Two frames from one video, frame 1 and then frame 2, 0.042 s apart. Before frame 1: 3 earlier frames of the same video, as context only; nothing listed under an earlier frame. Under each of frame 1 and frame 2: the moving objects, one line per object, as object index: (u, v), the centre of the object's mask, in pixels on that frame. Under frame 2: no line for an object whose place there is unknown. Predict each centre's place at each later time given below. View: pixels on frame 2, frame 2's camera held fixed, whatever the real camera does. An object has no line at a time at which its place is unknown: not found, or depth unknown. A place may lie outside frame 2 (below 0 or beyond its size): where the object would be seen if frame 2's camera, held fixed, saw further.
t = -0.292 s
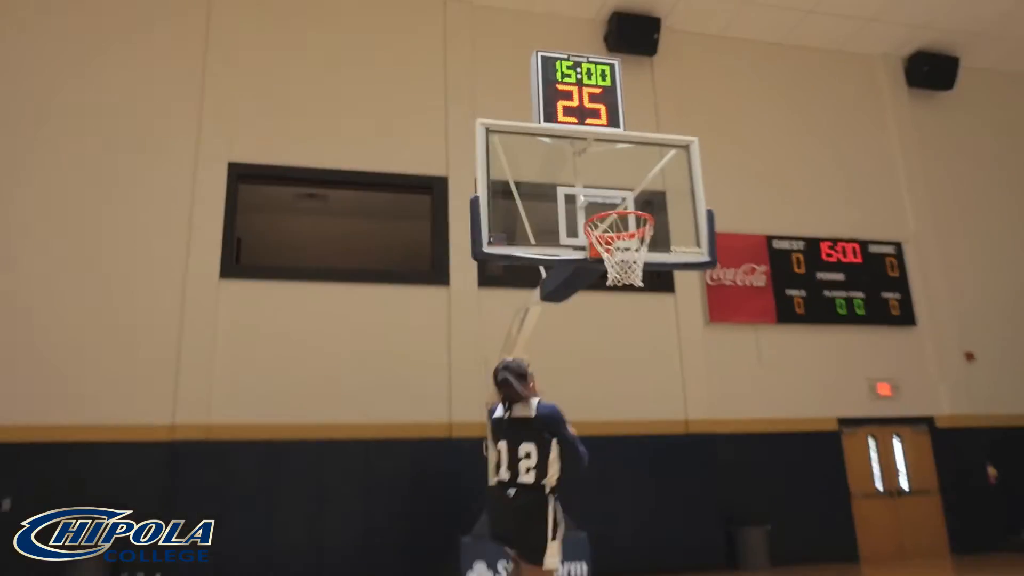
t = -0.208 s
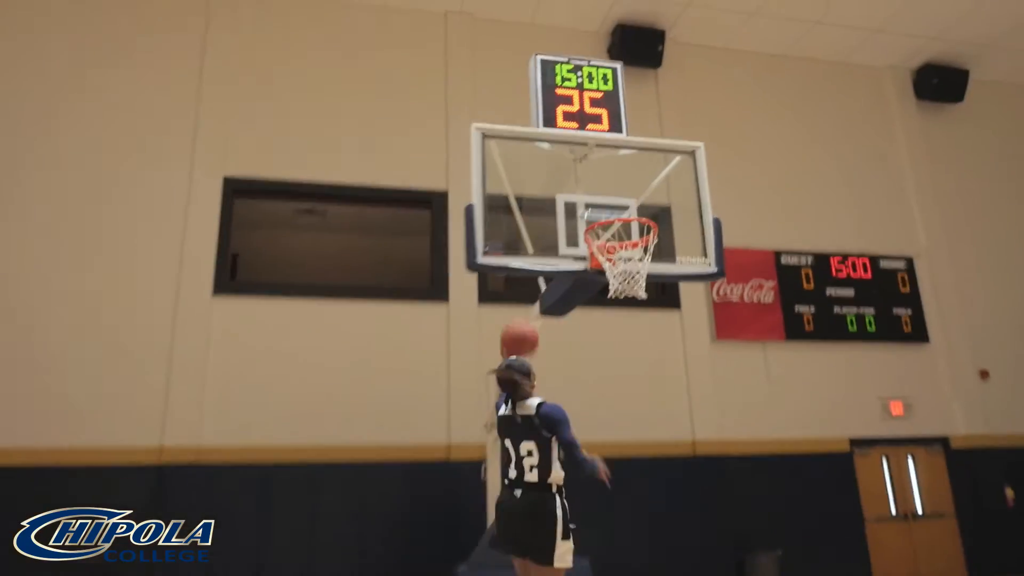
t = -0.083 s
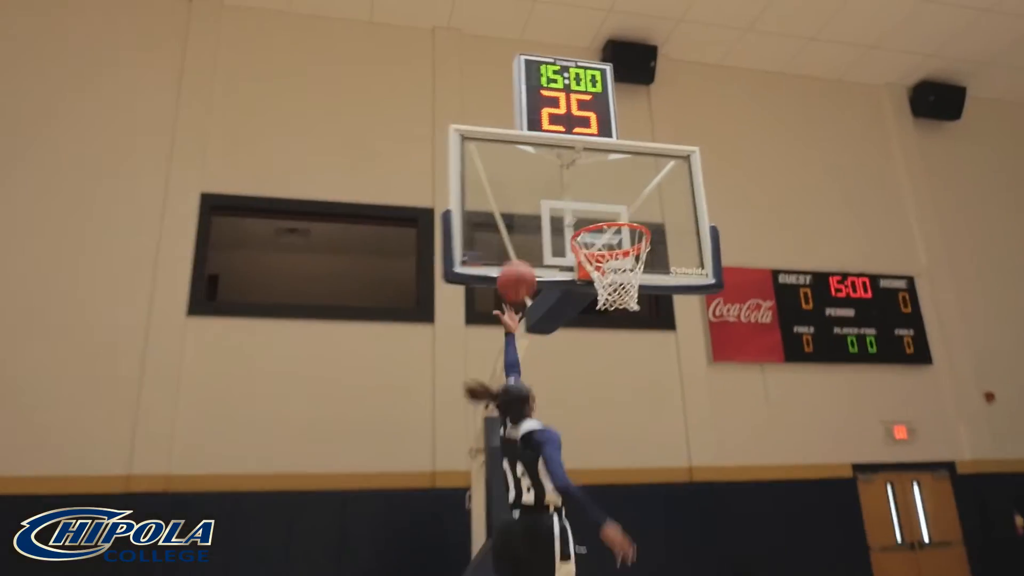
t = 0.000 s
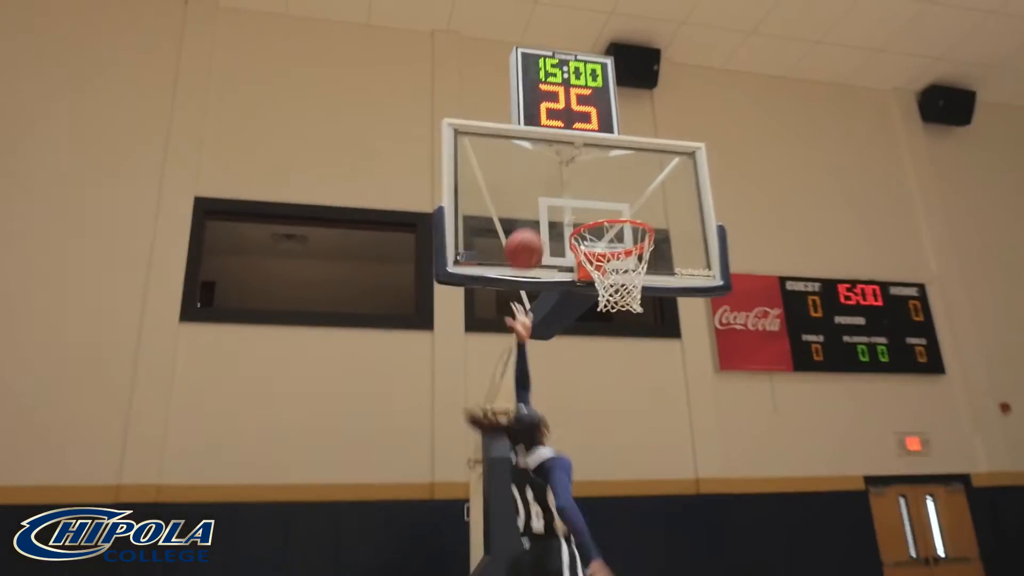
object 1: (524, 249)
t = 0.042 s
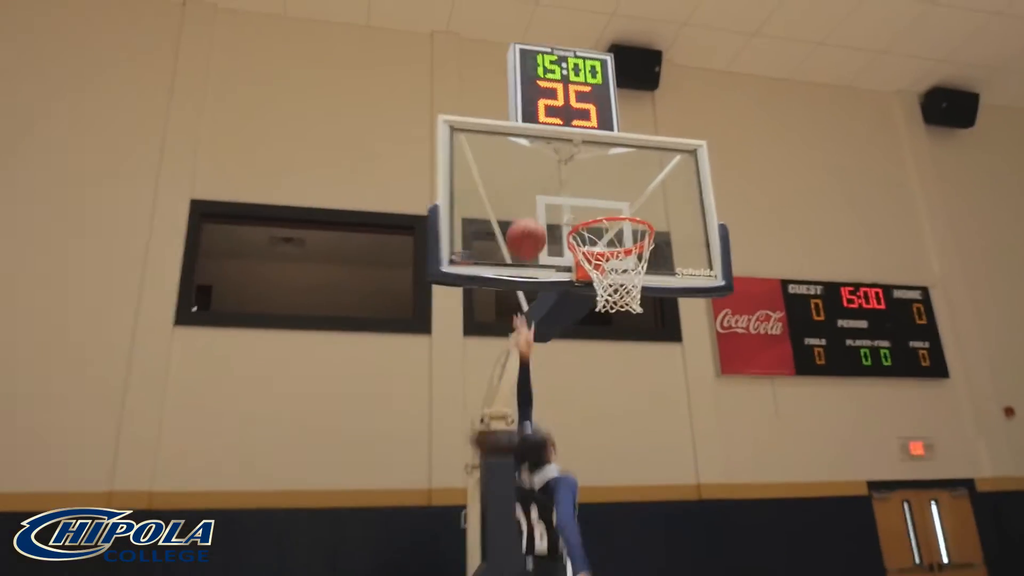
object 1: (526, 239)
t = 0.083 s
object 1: (531, 229)
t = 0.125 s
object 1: (536, 223)
